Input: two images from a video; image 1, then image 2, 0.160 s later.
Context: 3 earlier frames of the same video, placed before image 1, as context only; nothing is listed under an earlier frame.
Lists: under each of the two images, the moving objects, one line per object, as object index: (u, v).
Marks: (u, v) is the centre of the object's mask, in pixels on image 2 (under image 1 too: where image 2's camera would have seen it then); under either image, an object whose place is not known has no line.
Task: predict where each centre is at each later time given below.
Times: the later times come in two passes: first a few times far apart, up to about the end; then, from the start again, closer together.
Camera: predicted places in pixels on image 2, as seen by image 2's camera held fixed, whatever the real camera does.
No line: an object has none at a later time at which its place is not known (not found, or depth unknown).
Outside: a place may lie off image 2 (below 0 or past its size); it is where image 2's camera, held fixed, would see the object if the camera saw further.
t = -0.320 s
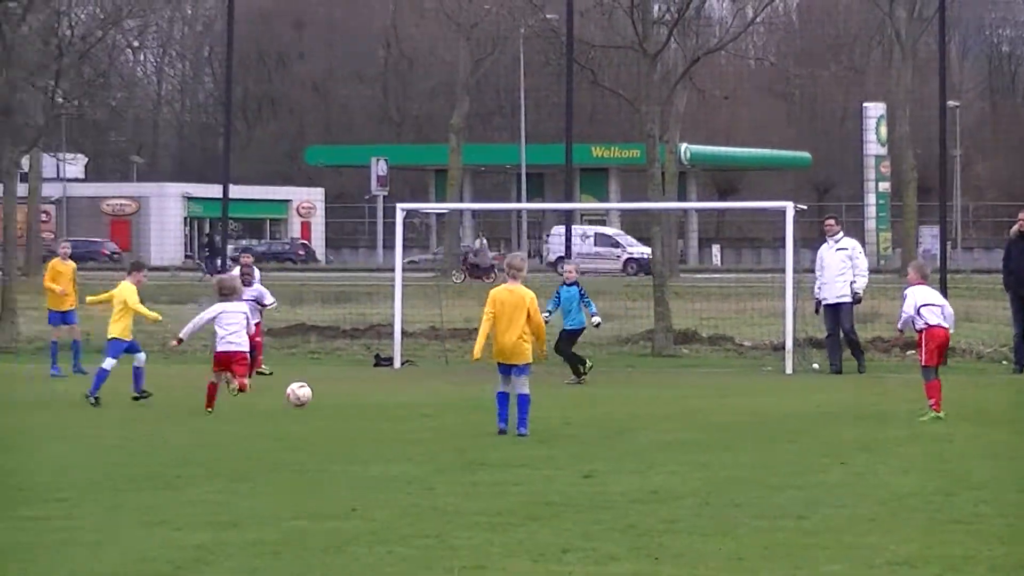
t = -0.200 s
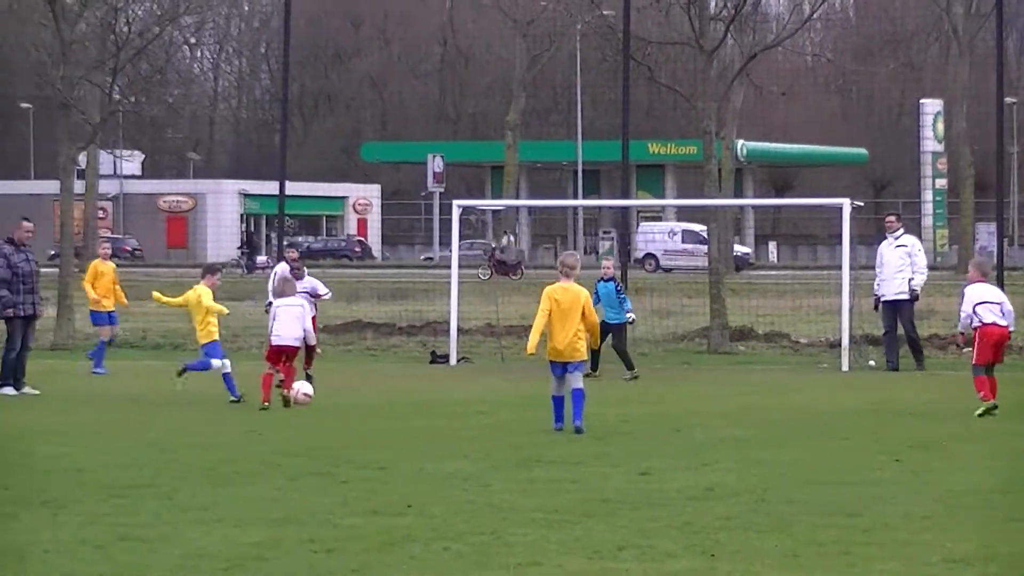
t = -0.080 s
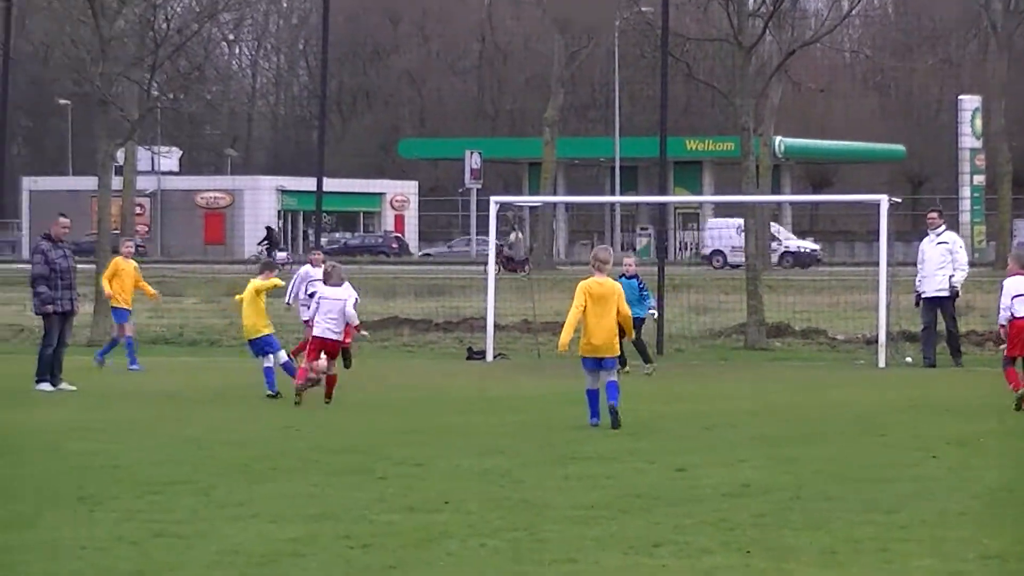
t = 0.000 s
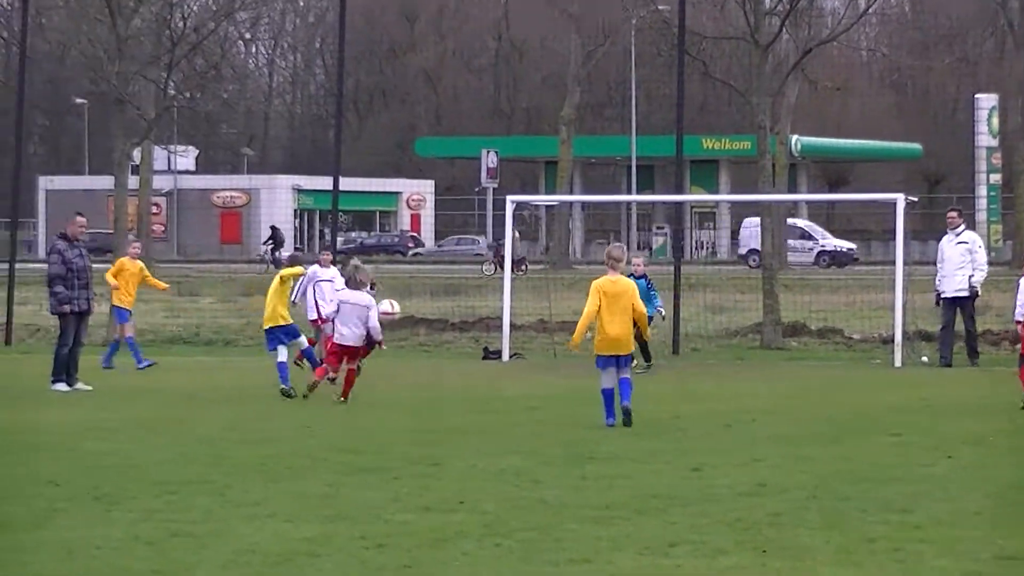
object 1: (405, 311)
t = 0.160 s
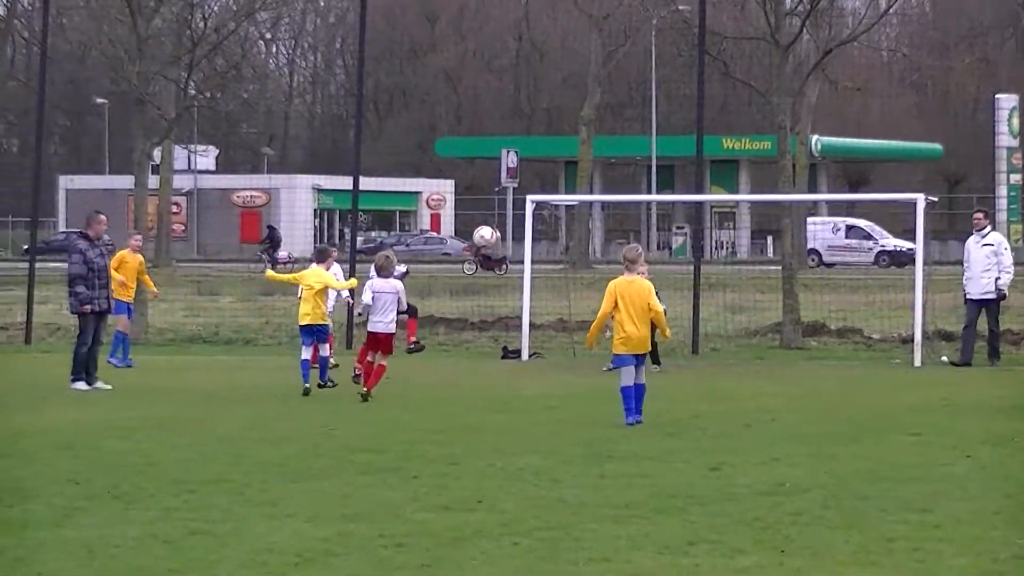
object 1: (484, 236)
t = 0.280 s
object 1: (529, 203)
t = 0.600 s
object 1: (603, 184)
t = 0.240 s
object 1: (515, 214)
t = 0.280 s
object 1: (529, 203)
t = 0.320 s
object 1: (542, 196)
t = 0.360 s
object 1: (553, 188)
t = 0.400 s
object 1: (562, 185)
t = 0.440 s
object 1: (572, 178)
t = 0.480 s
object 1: (579, 180)
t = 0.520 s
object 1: (587, 180)
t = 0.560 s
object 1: (594, 180)
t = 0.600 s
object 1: (603, 184)
